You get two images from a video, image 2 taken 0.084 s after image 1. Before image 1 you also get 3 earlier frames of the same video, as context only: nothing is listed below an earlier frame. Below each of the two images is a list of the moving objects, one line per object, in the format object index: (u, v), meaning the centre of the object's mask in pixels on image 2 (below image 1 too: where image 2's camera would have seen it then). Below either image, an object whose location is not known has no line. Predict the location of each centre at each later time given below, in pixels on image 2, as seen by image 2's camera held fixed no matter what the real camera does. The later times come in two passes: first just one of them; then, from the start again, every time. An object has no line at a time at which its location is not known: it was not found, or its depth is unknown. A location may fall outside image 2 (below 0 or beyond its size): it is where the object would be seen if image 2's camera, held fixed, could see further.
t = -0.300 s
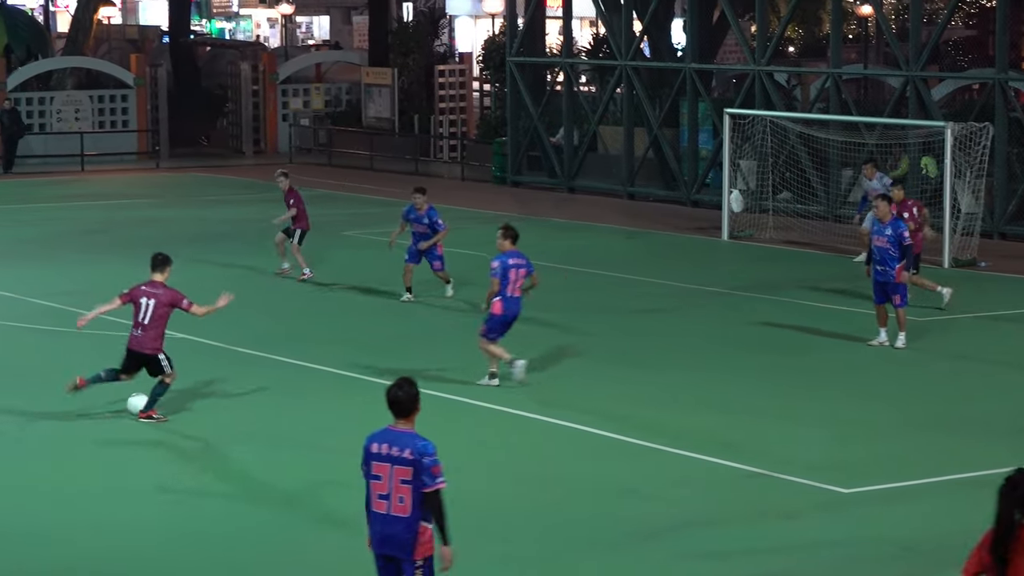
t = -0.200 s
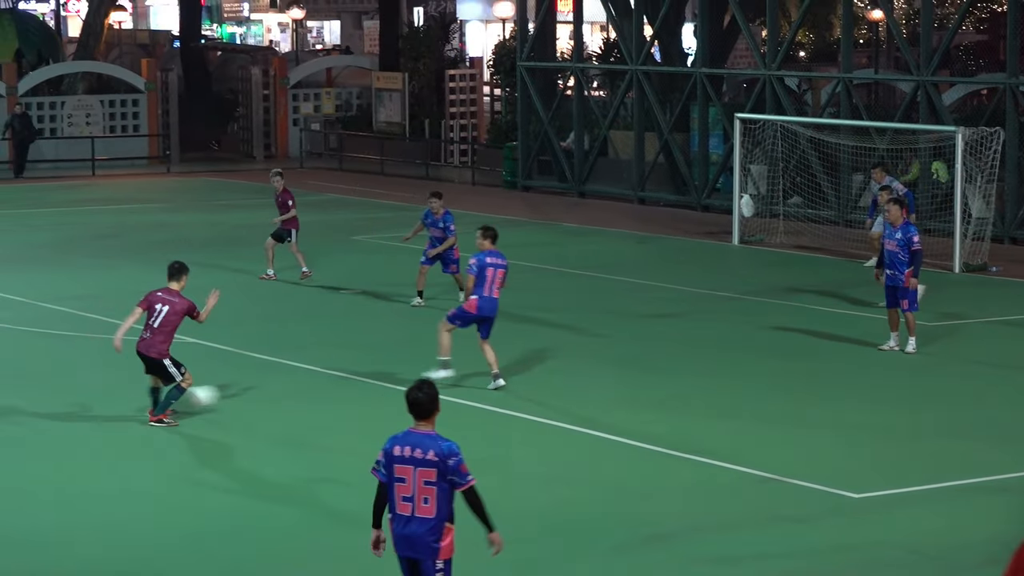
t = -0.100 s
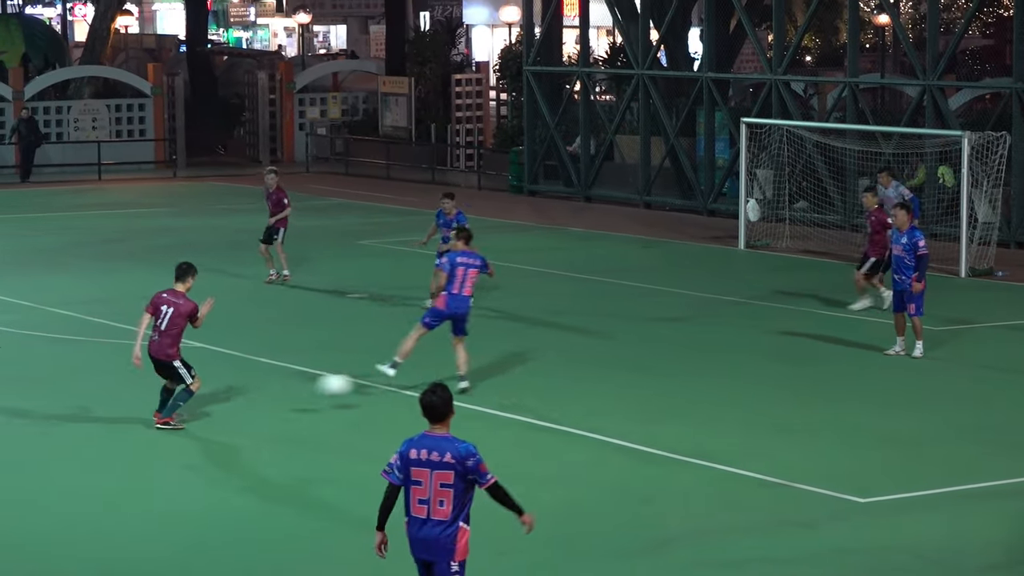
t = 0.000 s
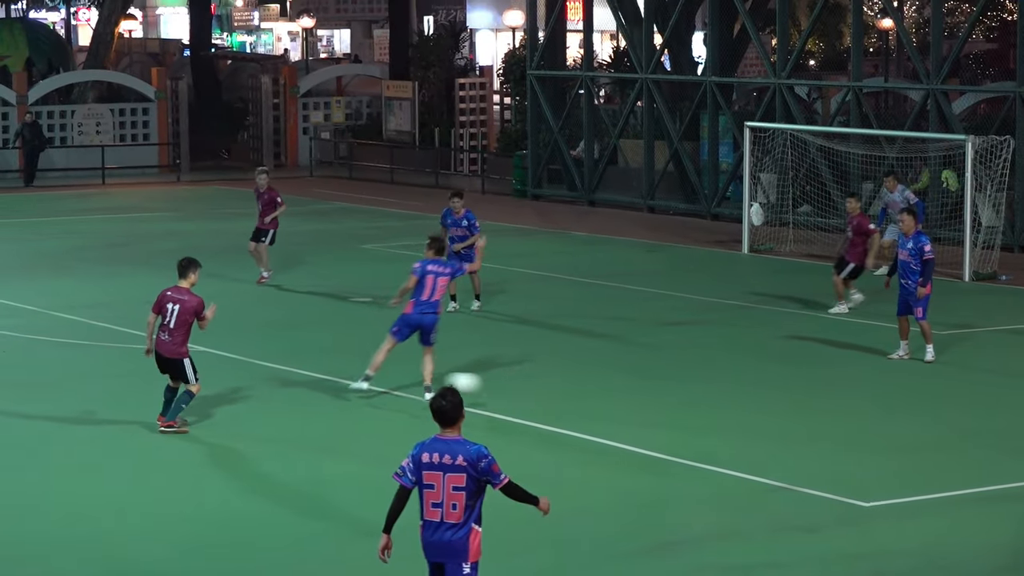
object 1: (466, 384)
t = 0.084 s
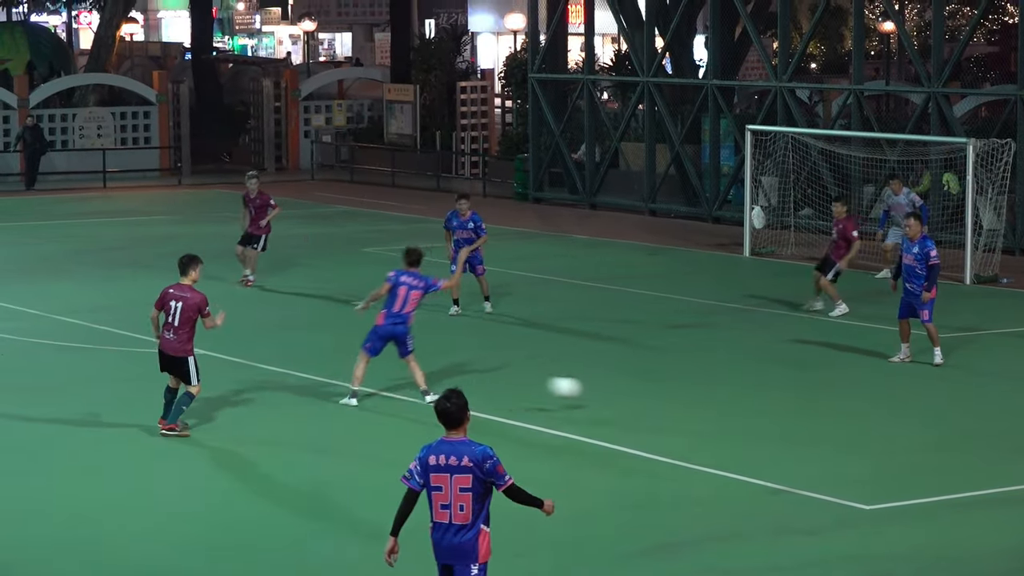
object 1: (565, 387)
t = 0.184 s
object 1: (682, 398)
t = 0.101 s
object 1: (585, 388)
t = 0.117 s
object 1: (604, 389)
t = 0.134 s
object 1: (624, 391)
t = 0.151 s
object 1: (644, 393)
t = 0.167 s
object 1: (663, 395)
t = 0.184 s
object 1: (682, 398)
